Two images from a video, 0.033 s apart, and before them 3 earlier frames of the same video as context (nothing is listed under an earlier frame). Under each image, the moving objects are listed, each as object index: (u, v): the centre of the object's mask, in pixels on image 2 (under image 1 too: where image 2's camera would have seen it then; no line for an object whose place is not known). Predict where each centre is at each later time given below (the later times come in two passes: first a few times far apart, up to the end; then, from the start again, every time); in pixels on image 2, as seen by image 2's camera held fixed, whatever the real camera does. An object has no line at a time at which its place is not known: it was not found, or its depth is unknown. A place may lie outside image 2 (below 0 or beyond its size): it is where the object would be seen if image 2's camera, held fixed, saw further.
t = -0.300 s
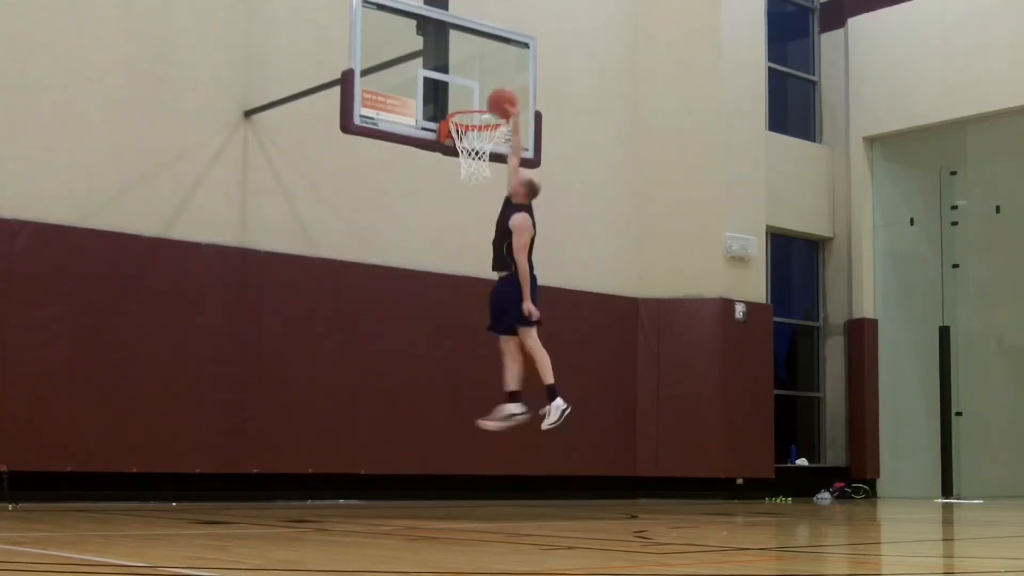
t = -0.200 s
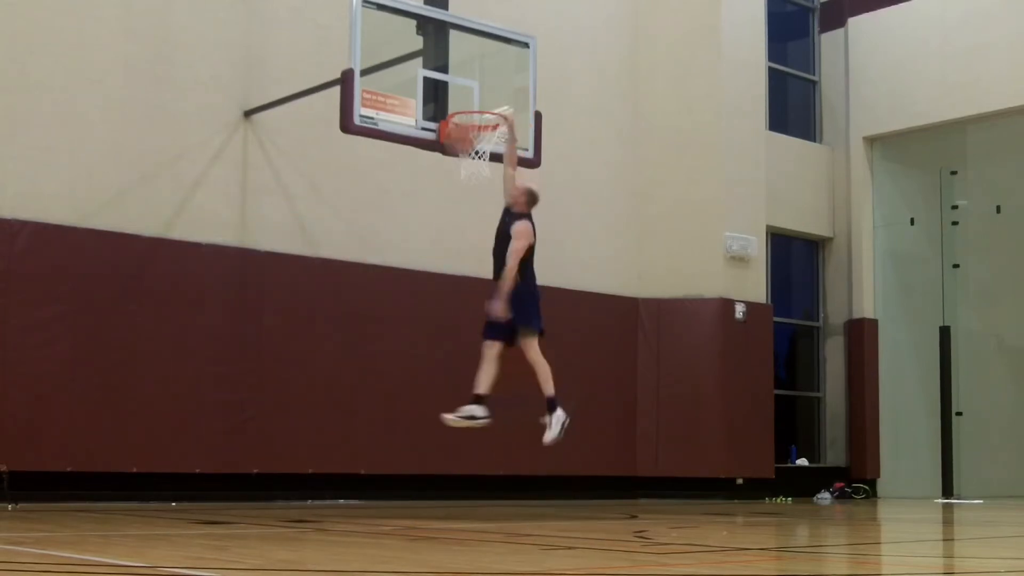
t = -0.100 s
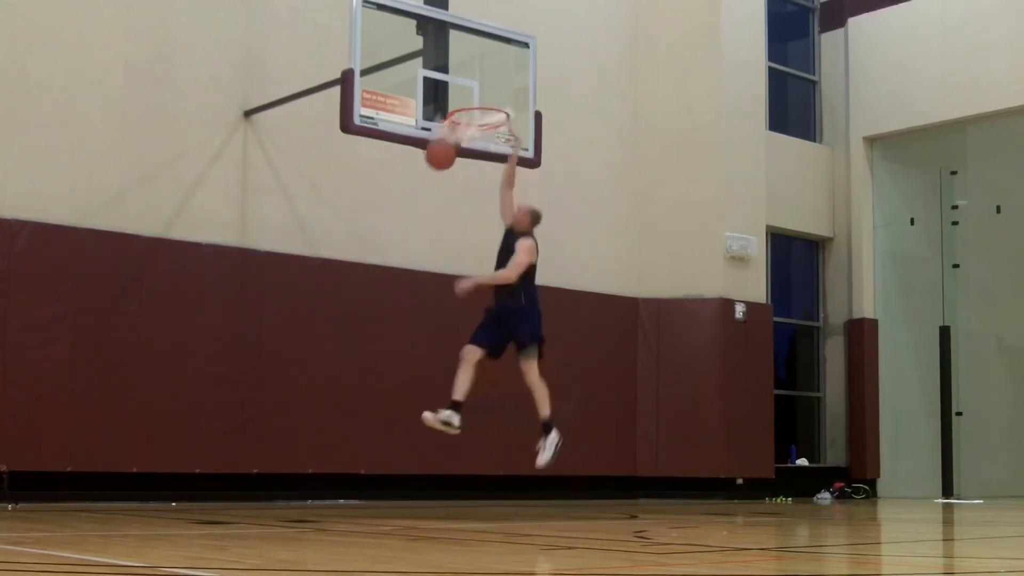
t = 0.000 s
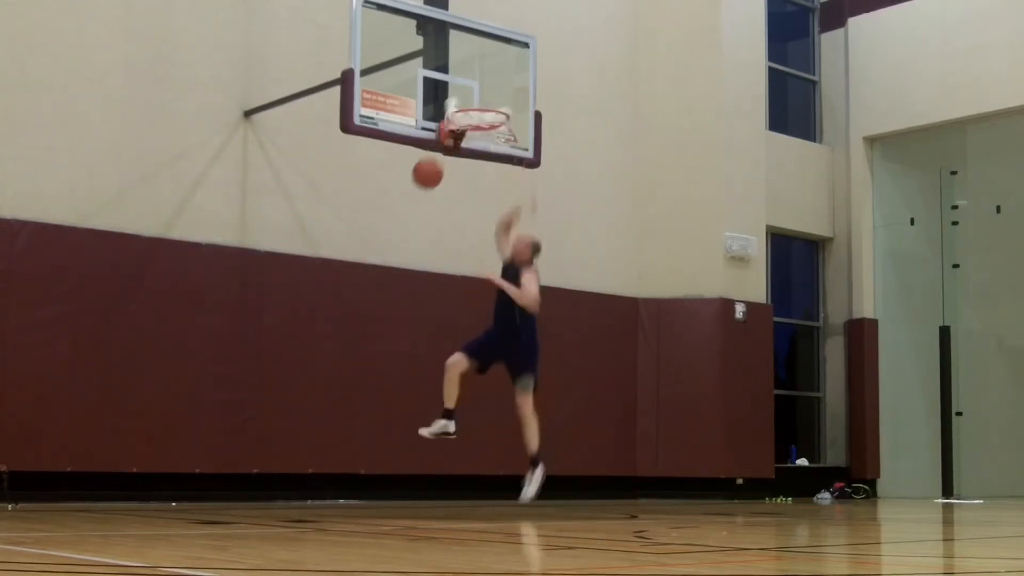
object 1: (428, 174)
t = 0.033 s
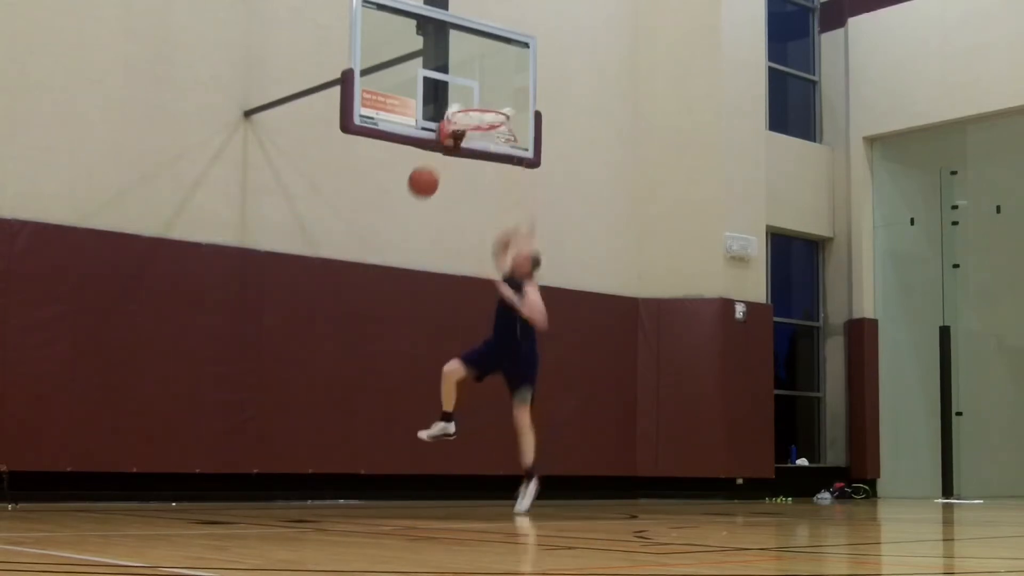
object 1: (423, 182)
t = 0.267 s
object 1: (392, 285)
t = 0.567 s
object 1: (353, 480)
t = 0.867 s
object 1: (383, 347)
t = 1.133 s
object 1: (407, 321)
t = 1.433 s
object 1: (434, 400)
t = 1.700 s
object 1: (454, 457)
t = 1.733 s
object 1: (455, 445)
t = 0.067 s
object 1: (419, 193)
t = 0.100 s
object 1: (415, 204)
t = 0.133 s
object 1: (410, 217)
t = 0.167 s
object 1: (406, 231)
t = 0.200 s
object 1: (401, 247)
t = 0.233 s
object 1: (397, 266)
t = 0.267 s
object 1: (392, 285)
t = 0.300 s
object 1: (387, 304)
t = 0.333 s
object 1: (383, 326)
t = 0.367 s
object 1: (377, 351)
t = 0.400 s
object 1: (372, 376)
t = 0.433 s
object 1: (367, 404)
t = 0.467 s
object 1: (361, 431)
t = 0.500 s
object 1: (355, 465)
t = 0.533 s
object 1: (351, 489)
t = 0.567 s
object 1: (353, 480)
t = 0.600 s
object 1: (356, 461)
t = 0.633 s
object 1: (359, 441)
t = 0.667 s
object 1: (363, 424)
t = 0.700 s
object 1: (367, 407)
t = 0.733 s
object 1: (370, 391)
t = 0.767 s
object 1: (373, 378)
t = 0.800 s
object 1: (376, 367)
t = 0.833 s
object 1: (380, 356)
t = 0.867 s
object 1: (383, 347)
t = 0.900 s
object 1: (386, 339)
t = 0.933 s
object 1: (389, 332)
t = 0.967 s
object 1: (392, 327)
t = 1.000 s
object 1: (395, 323)
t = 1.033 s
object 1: (398, 321)
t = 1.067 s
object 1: (401, 319)
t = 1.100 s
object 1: (404, 319)
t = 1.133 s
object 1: (407, 321)
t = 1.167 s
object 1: (410, 324)
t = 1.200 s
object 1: (414, 328)
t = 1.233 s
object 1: (416, 334)
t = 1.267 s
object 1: (420, 341)
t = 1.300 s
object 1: (423, 350)
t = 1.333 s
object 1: (426, 360)
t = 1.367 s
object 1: (429, 373)
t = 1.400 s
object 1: (432, 386)
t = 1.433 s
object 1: (434, 400)
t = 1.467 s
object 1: (437, 417)
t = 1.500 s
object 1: (440, 434)
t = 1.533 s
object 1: (442, 454)
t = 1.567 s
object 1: (445, 476)
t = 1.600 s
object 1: (448, 494)
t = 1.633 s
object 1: (450, 484)
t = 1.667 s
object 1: (451, 470)
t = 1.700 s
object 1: (454, 457)
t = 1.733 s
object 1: (455, 445)
